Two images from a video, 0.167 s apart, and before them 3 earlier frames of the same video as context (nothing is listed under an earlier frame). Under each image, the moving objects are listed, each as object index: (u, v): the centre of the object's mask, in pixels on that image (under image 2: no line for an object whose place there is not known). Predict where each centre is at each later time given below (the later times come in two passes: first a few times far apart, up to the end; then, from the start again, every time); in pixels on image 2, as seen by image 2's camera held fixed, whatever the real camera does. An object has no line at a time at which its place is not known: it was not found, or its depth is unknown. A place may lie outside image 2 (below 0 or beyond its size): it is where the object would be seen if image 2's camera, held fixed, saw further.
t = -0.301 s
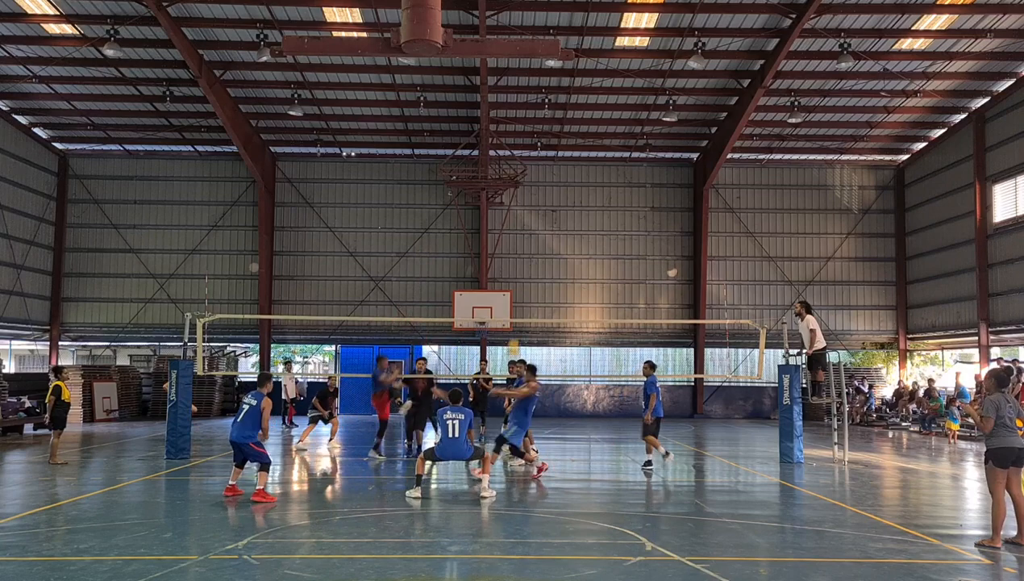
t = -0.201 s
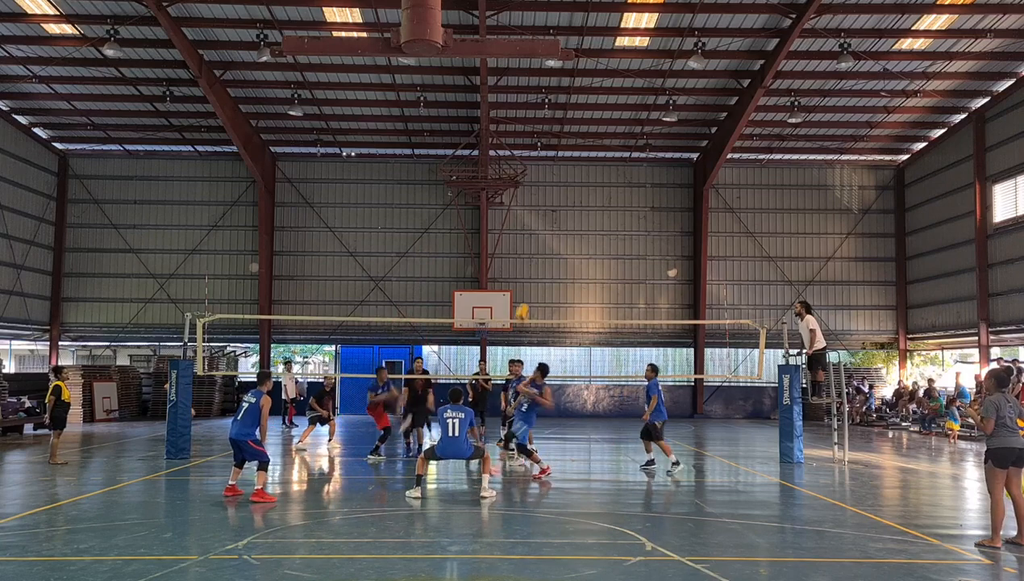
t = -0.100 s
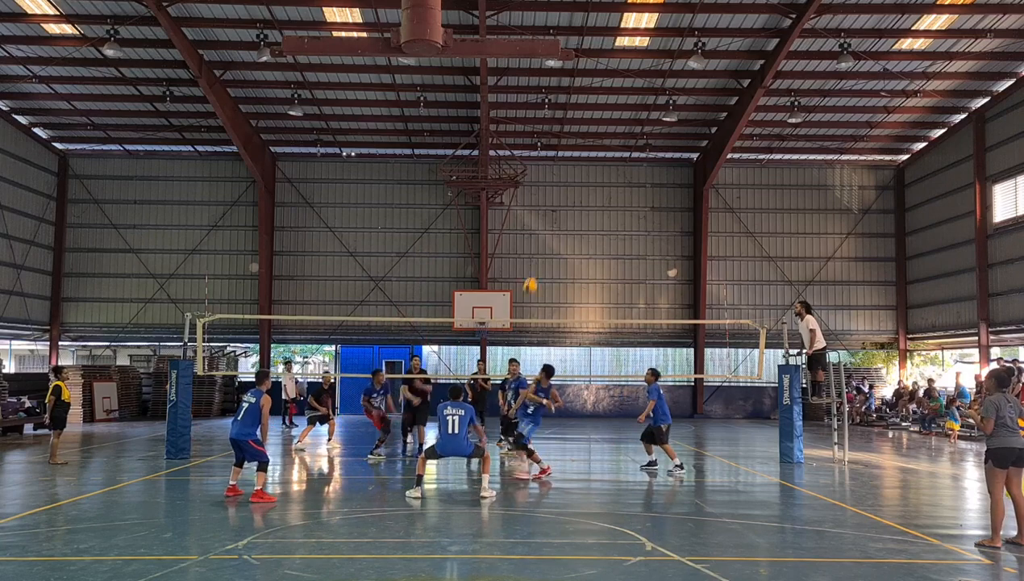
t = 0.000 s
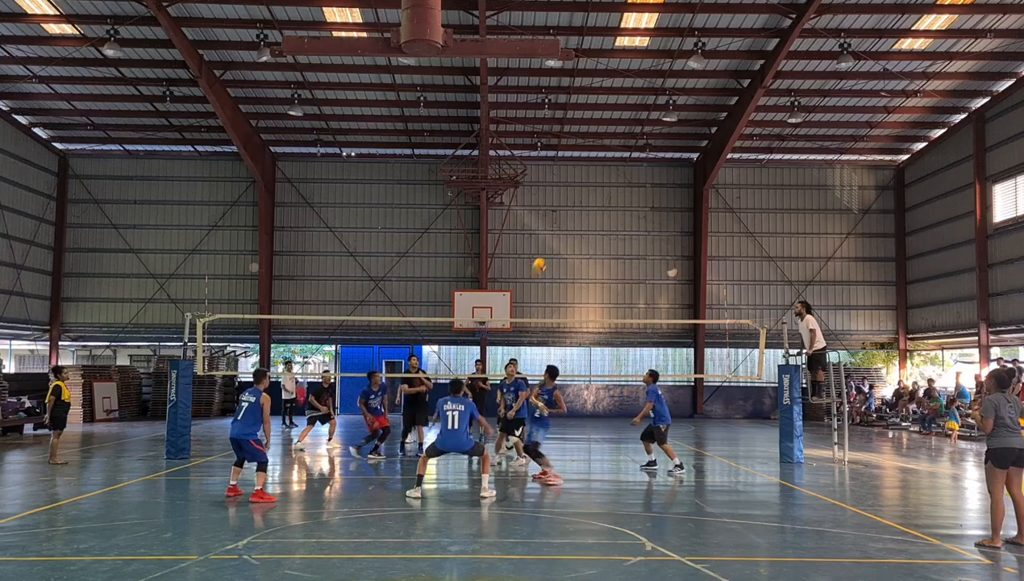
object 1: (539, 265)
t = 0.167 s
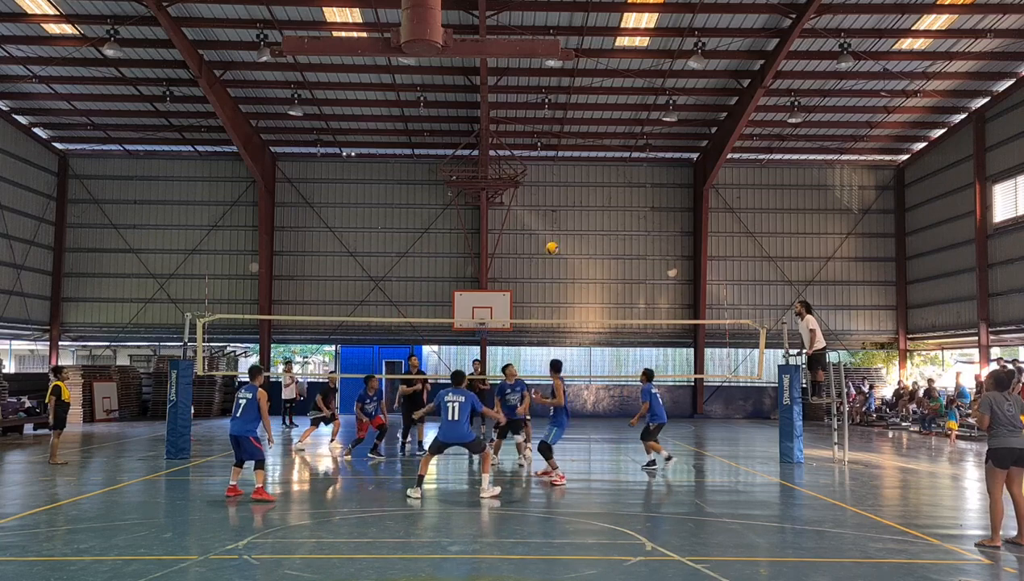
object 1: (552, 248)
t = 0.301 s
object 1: (561, 247)
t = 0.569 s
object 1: (578, 271)
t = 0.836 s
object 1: (594, 330)
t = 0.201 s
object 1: (554, 247)
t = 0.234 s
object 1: (556, 246)
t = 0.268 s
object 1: (558, 246)
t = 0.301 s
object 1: (561, 247)
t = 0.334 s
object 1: (563, 247)
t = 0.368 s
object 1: (565, 249)
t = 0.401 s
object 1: (567, 251)
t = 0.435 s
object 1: (570, 254)
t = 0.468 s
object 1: (572, 258)
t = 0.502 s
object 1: (574, 262)
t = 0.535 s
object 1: (576, 266)
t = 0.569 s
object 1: (578, 271)
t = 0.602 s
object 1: (581, 277)
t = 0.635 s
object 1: (582, 283)
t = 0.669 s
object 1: (584, 290)
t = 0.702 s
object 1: (586, 296)
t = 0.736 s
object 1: (589, 304)
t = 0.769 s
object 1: (590, 313)
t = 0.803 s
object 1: (592, 325)
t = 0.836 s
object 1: (594, 330)
